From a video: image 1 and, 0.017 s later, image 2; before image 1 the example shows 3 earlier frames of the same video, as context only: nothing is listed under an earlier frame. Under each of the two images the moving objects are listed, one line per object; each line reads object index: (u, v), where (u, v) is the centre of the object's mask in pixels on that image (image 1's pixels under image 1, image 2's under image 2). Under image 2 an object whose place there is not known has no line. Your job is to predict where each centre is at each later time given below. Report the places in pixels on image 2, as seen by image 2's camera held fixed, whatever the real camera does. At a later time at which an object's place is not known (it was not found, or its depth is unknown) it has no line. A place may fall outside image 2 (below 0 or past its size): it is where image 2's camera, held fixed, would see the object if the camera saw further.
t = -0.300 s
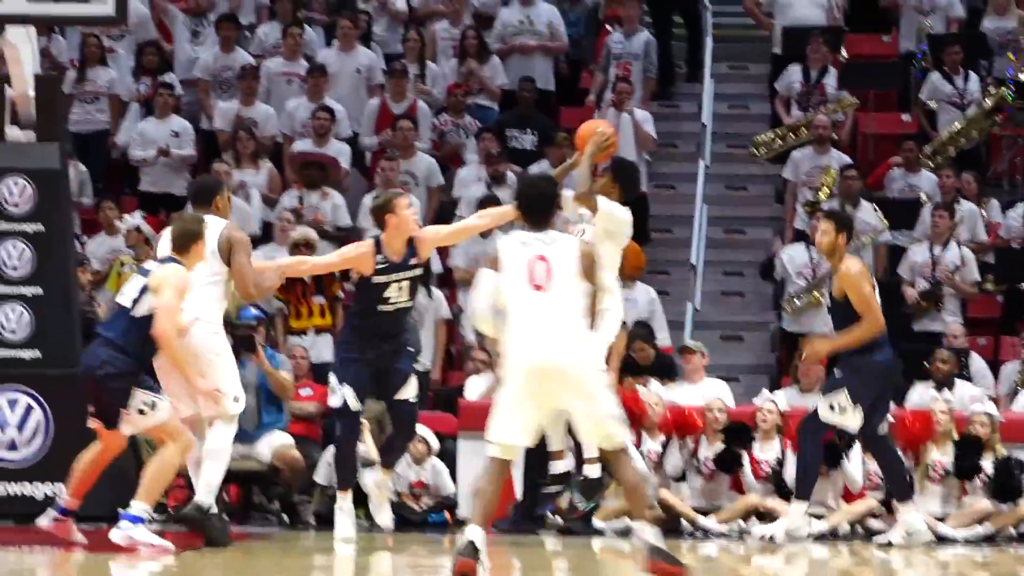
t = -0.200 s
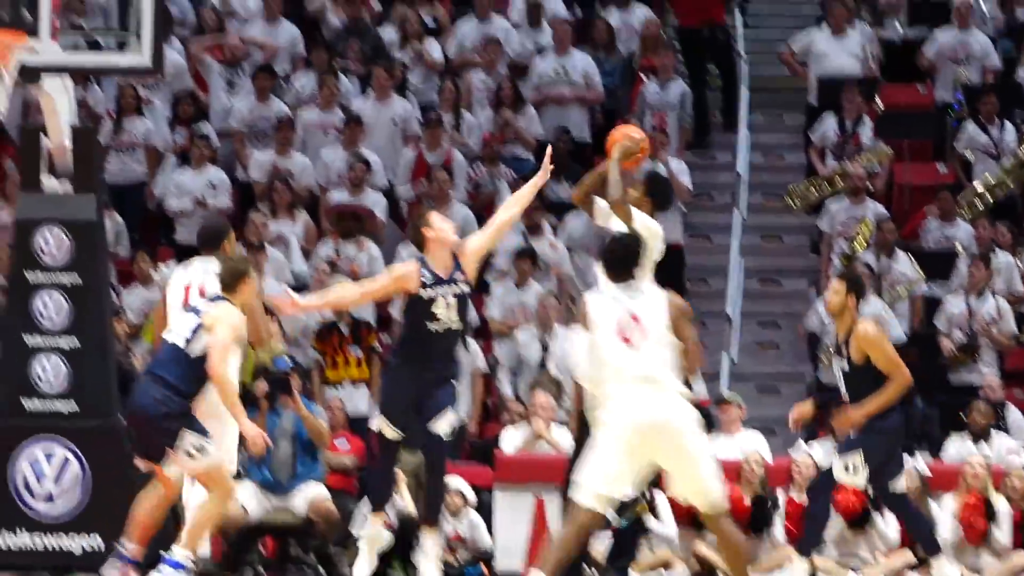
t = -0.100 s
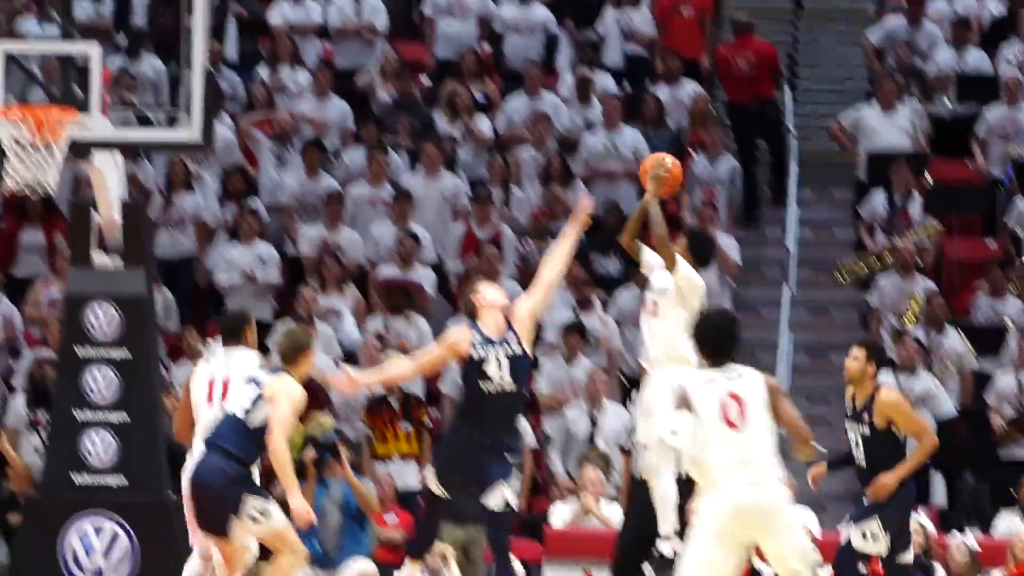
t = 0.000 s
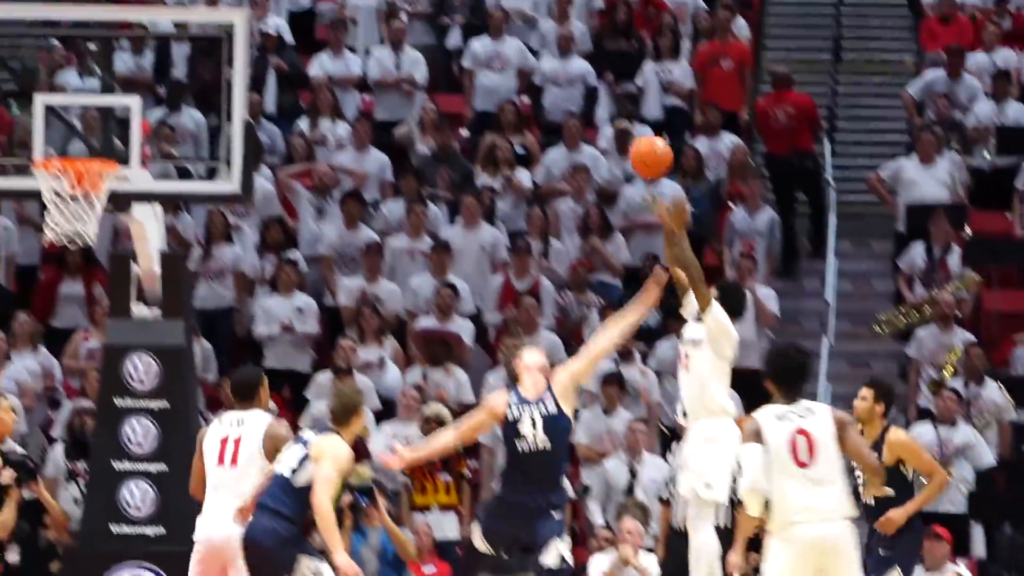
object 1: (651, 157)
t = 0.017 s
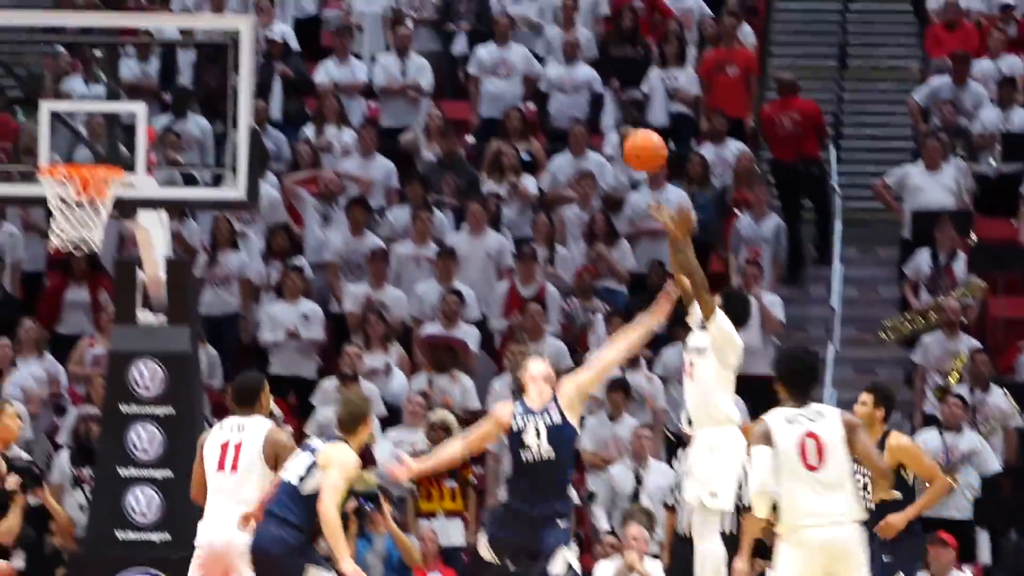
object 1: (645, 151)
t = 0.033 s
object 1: (632, 139)
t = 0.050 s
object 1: (620, 128)
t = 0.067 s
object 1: (608, 116)
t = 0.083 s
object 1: (598, 107)
